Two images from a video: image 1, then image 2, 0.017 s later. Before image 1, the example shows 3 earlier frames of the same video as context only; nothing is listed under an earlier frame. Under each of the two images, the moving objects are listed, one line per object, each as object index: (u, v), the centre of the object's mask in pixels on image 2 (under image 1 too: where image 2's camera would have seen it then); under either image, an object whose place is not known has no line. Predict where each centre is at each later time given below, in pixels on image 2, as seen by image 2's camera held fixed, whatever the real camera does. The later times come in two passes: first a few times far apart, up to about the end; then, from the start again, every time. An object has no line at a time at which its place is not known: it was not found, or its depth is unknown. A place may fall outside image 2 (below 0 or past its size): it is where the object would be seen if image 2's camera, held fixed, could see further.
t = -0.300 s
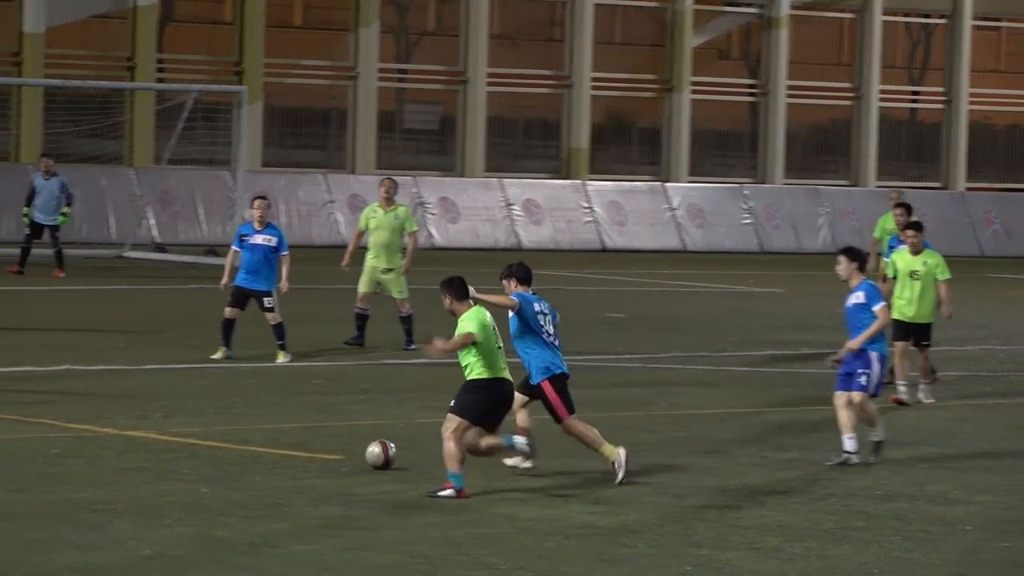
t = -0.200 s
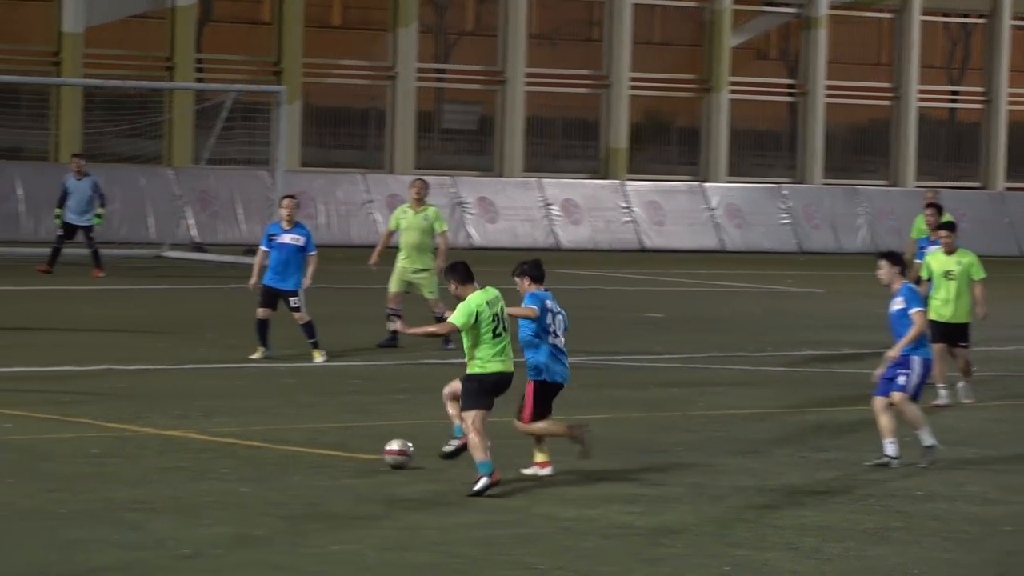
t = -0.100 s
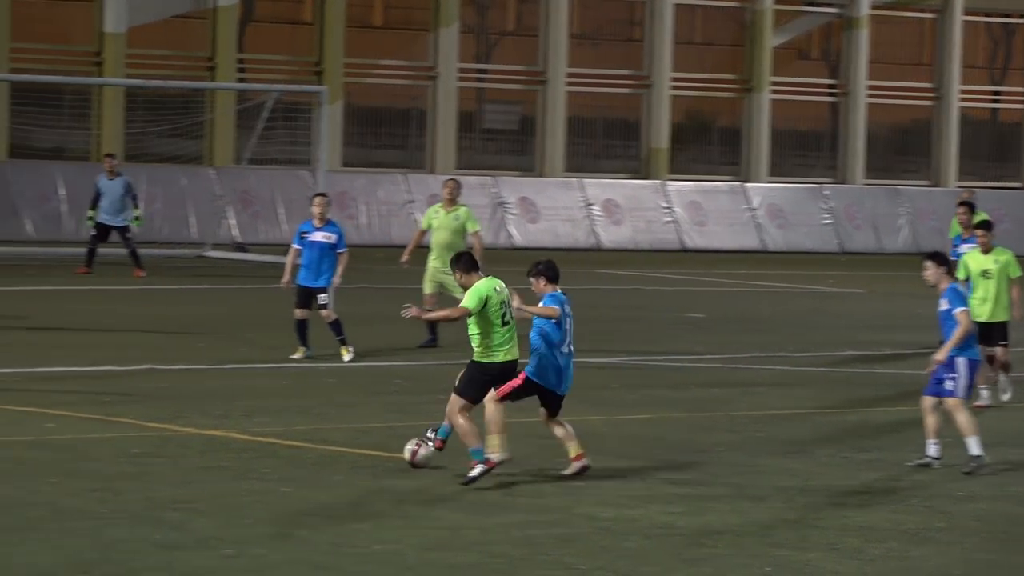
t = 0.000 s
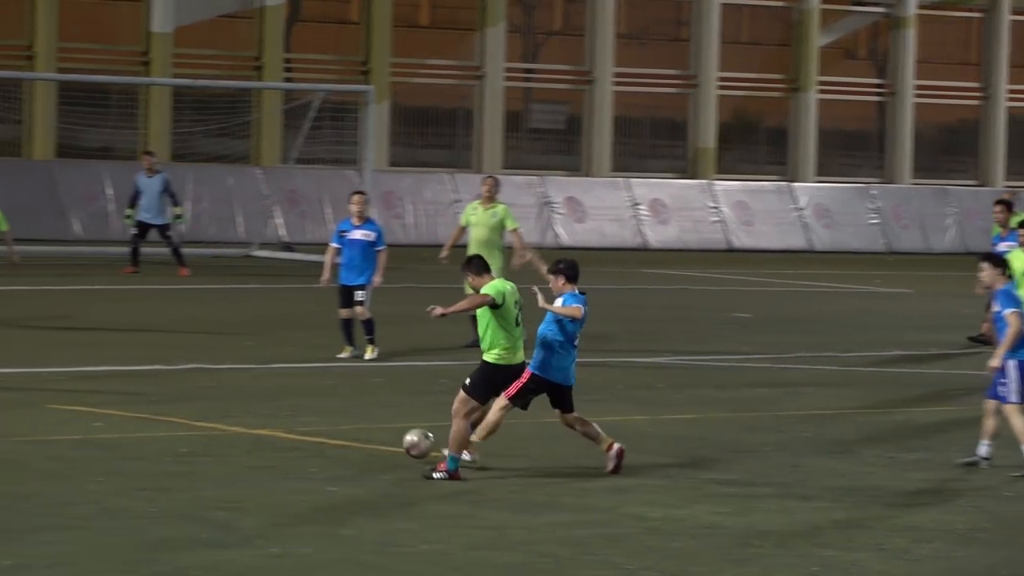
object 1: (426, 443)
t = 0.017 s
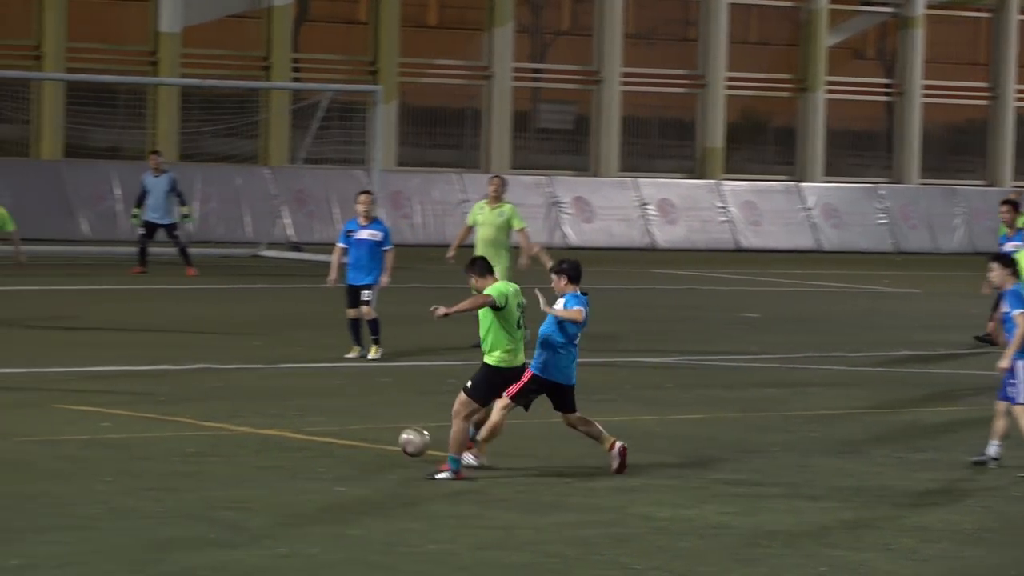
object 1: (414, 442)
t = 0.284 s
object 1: (251, 432)
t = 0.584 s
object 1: (98, 420)
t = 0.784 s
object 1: (4, 410)
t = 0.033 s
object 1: (403, 440)
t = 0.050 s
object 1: (391, 439)
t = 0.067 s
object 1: (380, 439)
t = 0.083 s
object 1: (368, 439)
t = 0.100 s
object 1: (357, 440)
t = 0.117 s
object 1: (346, 440)
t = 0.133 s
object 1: (336, 441)
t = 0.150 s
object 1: (325, 440)
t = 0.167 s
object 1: (315, 438)
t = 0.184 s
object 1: (306, 435)
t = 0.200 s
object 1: (297, 434)
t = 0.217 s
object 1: (287, 433)
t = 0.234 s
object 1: (278, 432)
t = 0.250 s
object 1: (269, 432)
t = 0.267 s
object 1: (260, 432)
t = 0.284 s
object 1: (251, 432)
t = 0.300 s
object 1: (241, 433)
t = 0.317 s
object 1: (232, 433)
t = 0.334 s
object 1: (223, 431)
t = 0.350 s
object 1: (214, 429)
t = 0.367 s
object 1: (206, 428)
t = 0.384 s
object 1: (197, 427)
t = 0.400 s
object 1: (190, 426)
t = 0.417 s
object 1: (181, 426)
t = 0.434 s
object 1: (172, 426)
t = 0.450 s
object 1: (164, 426)
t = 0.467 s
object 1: (155, 425)
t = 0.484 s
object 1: (147, 424)
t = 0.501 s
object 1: (138, 422)
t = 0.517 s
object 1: (130, 422)
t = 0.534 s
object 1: (122, 421)
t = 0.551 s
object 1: (114, 420)
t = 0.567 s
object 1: (106, 420)
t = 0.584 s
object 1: (98, 420)
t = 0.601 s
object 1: (90, 419)
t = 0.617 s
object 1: (82, 418)
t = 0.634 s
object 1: (74, 417)
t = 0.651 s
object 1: (66, 417)
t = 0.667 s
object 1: (59, 416)
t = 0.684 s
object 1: (51, 416)
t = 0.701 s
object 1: (43, 416)
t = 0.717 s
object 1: (35, 414)
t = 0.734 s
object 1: (28, 412)
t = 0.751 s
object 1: (20, 411)
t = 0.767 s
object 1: (12, 411)
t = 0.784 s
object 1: (4, 410)
